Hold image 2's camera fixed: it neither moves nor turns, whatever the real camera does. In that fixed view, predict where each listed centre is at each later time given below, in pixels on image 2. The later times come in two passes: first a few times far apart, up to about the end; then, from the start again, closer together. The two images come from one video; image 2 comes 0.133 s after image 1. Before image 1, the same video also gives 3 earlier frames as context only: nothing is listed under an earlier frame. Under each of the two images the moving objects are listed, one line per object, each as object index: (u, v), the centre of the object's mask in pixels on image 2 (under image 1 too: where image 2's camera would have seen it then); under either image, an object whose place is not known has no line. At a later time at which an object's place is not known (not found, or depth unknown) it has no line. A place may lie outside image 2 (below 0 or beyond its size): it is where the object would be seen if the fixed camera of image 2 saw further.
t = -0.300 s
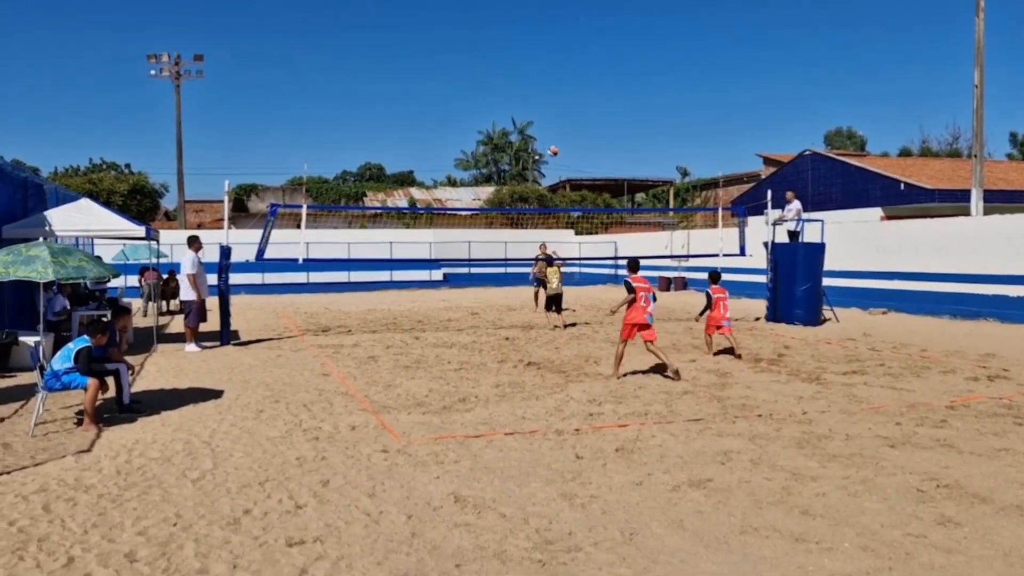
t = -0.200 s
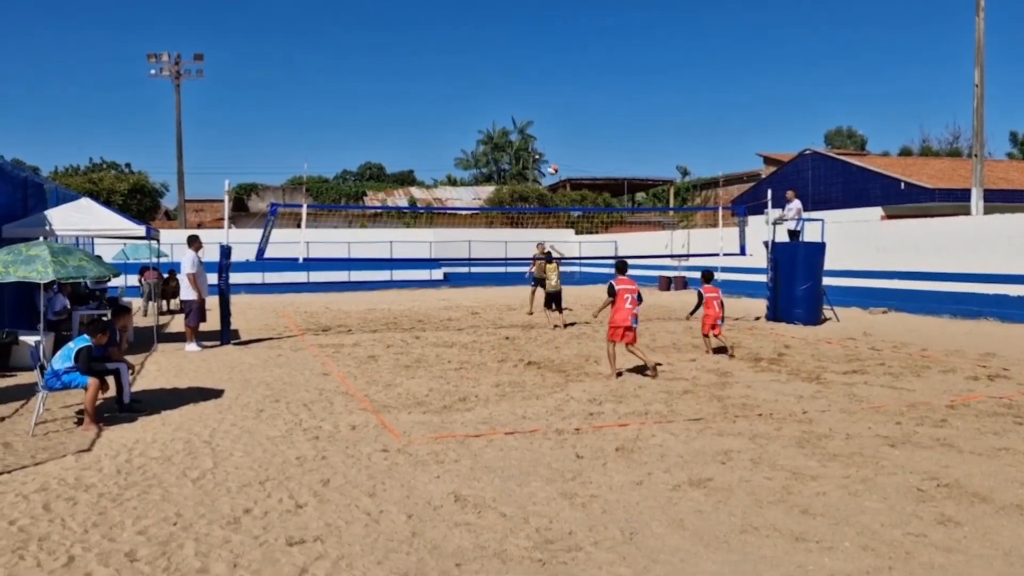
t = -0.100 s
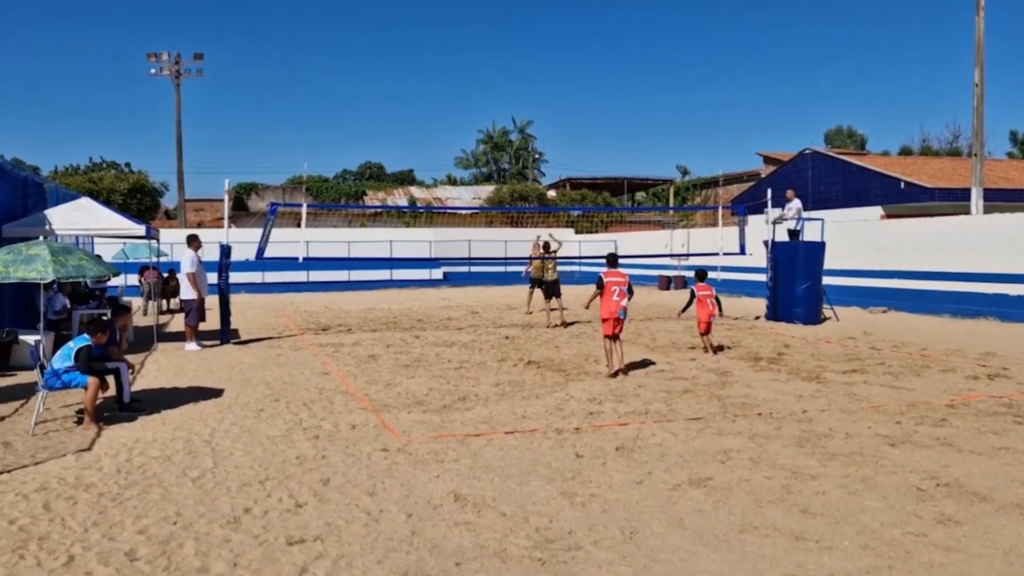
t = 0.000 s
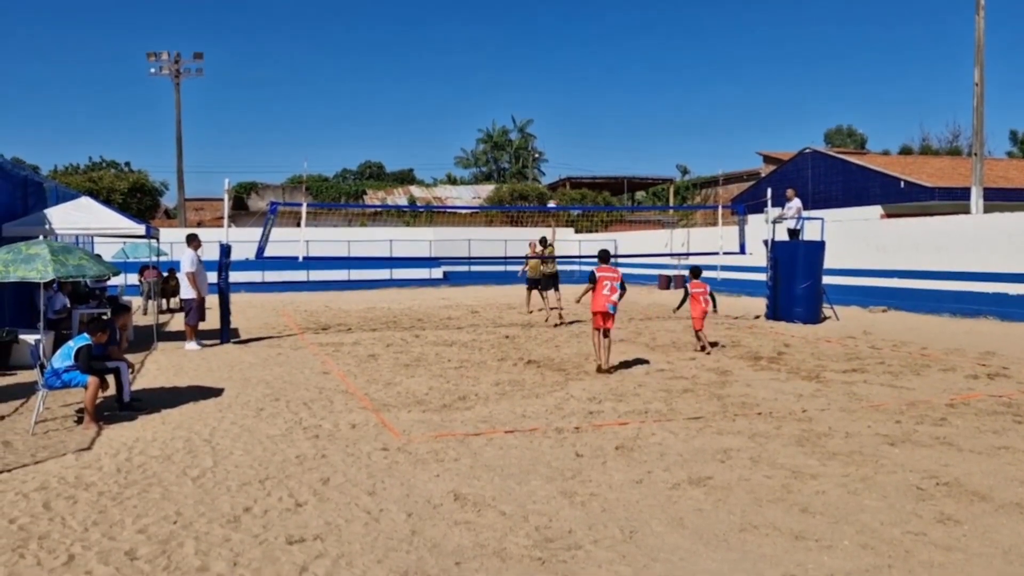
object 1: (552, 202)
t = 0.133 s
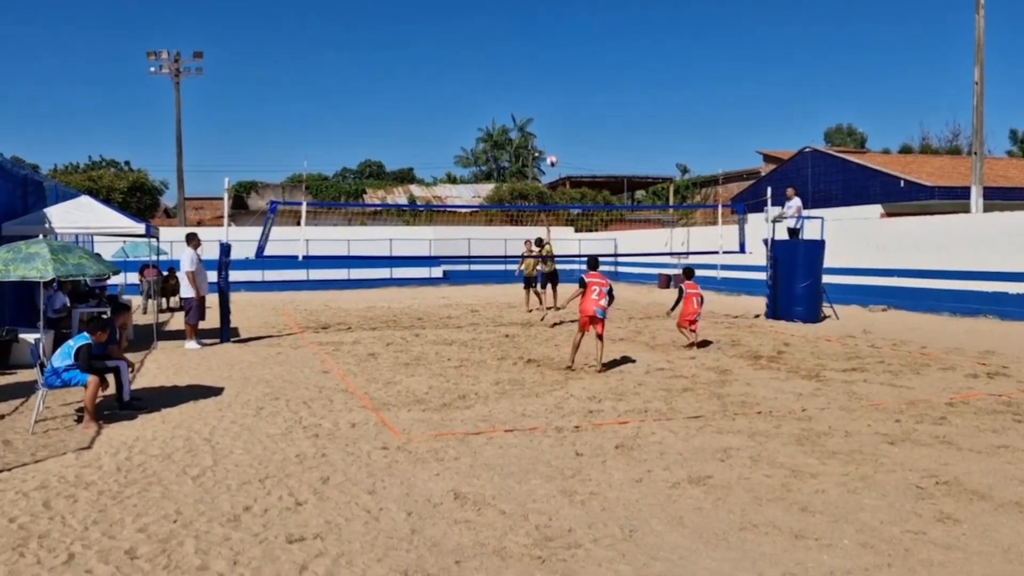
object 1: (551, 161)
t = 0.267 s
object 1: (552, 125)
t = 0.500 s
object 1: (553, 79)
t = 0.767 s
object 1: (558, 64)
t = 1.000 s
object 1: (566, 92)
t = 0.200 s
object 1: (552, 142)
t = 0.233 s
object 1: (552, 133)
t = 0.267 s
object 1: (552, 125)
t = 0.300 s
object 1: (552, 116)
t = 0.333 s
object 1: (552, 109)
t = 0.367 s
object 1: (552, 102)
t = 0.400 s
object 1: (552, 96)
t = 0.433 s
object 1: (553, 90)
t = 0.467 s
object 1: (553, 85)
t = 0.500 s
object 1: (553, 79)
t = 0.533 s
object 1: (554, 75)
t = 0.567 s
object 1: (554, 72)
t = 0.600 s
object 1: (555, 69)
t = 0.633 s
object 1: (556, 67)
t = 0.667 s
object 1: (556, 65)
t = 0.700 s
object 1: (557, 64)
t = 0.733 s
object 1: (557, 64)
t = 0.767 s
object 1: (558, 64)
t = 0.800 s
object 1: (559, 65)
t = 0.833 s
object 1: (560, 67)
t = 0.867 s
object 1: (561, 70)
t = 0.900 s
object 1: (562, 75)
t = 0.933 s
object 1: (564, 80)
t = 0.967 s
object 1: (565, 85)
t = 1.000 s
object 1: (566, 92)
